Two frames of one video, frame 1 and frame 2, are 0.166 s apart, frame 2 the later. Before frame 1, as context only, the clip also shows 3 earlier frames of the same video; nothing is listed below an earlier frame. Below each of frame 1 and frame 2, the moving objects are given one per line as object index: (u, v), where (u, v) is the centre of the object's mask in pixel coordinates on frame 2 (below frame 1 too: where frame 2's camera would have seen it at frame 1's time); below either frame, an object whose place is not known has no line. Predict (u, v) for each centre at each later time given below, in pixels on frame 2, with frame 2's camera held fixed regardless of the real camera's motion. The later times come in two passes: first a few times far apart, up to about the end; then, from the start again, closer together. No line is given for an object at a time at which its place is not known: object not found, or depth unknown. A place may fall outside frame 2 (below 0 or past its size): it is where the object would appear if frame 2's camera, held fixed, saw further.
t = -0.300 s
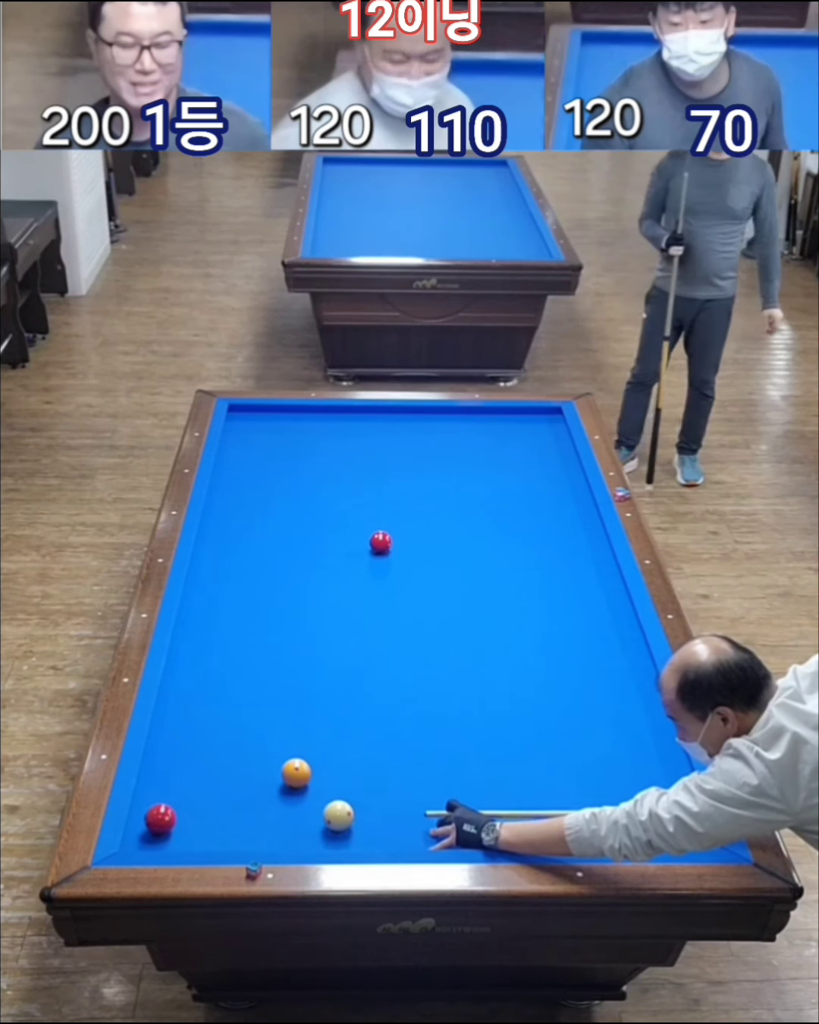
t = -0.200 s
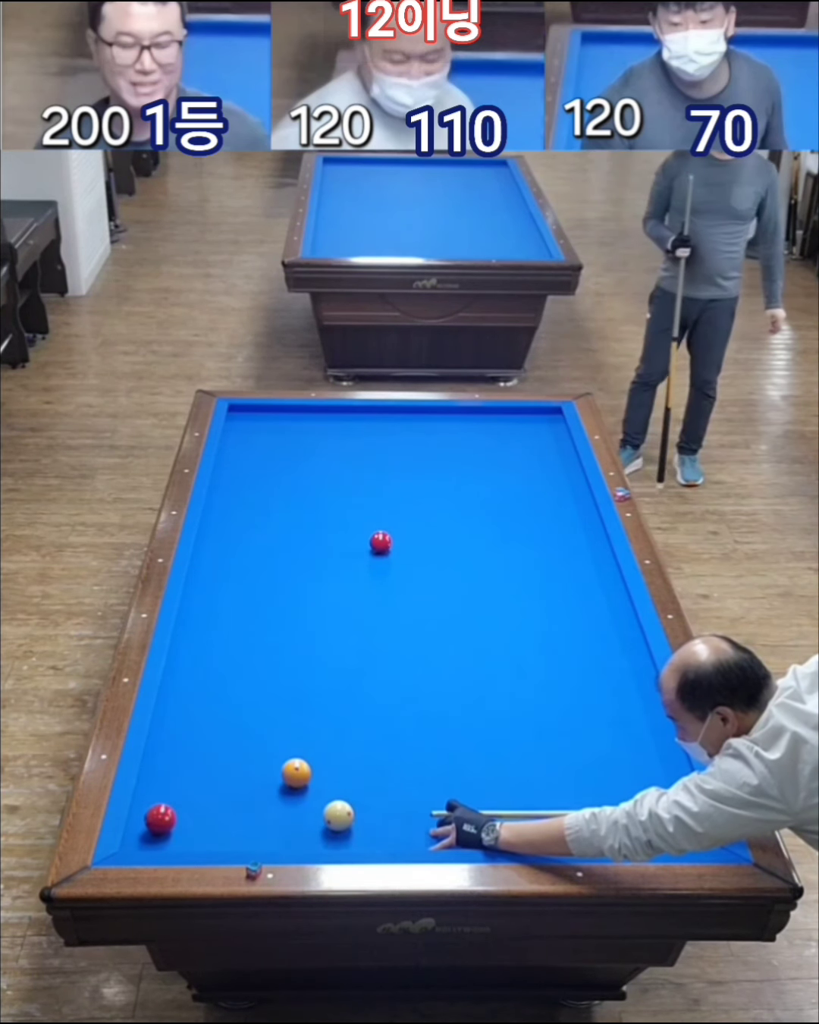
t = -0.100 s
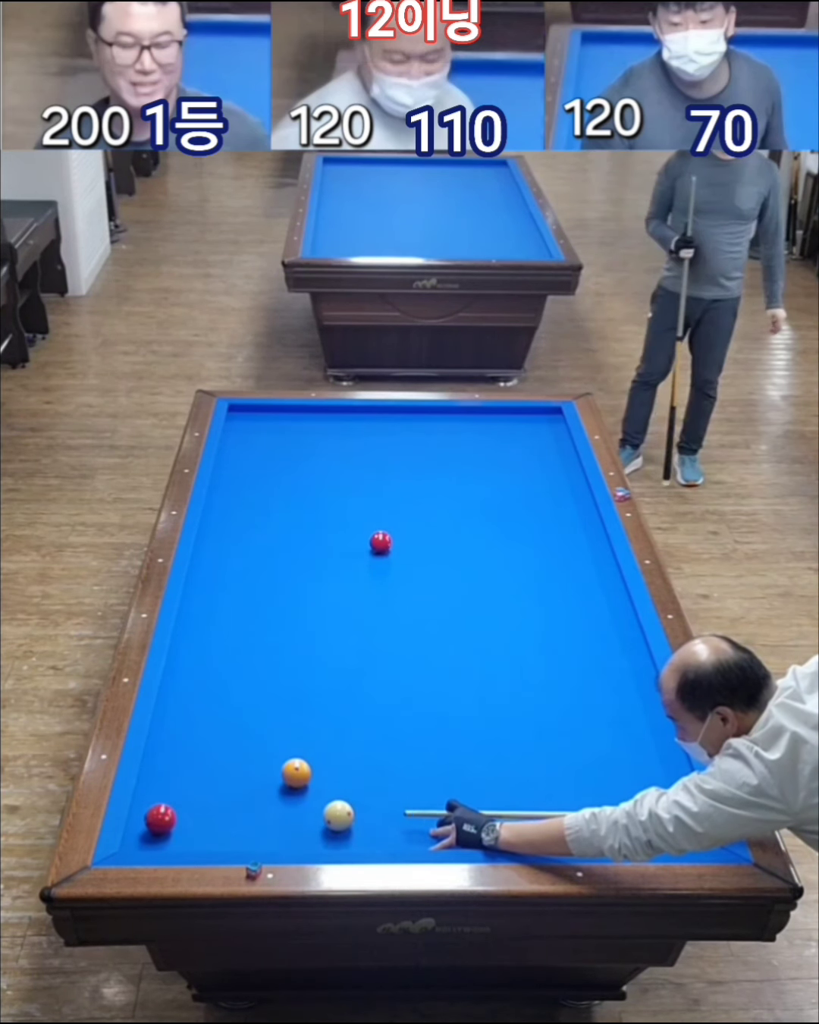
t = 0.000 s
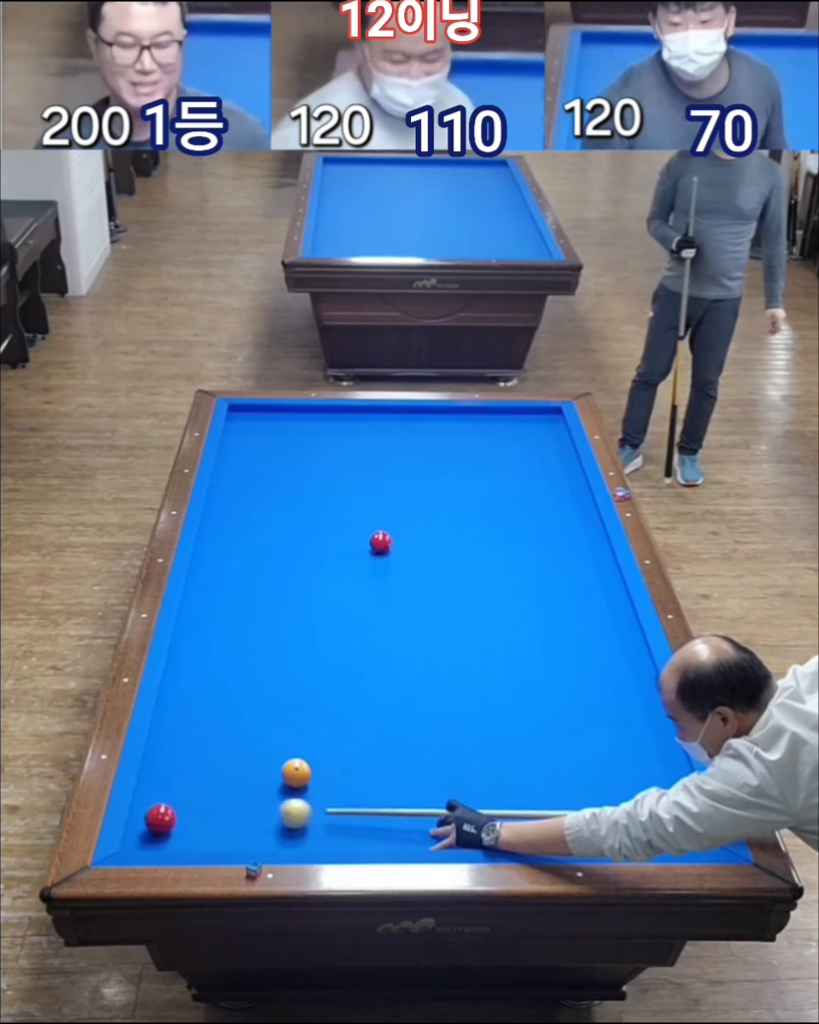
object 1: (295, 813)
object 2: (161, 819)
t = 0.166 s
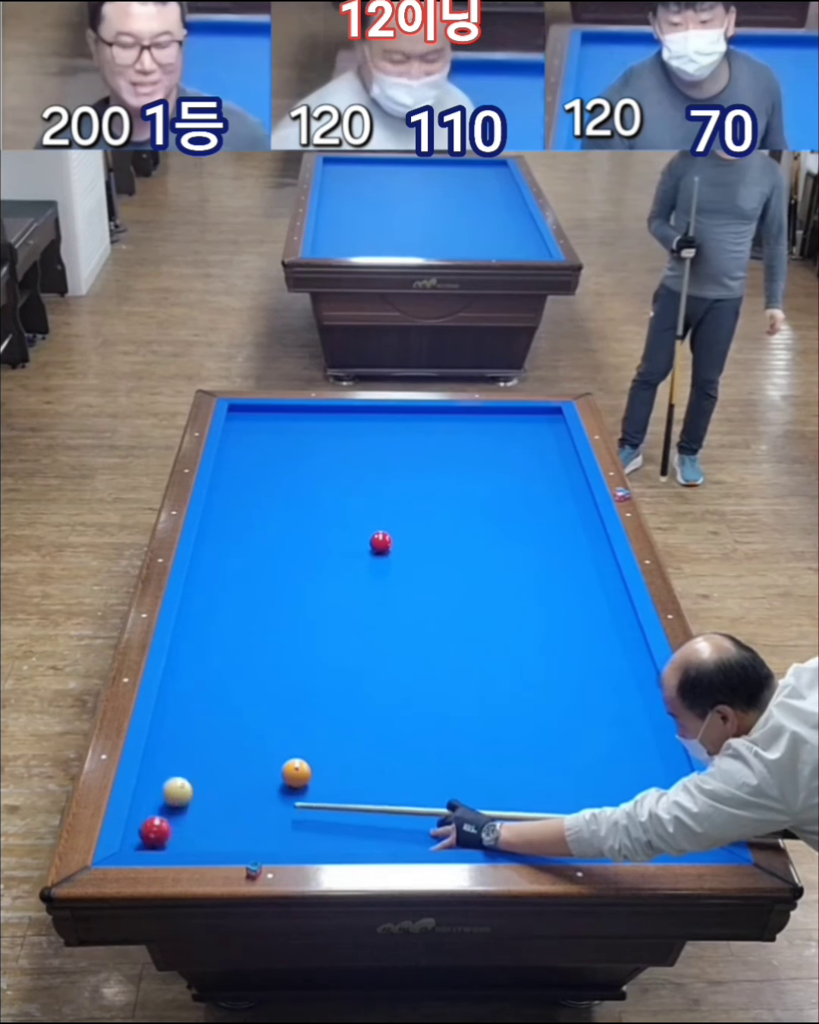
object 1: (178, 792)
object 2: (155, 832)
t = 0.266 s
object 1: (157, 769)
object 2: (200, 840)
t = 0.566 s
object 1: (205, 702)
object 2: (306, 819)
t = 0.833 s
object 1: (243, 651)
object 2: (393, 800)
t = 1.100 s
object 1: (275, 607)
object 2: (475, 782)
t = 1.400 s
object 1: (307, 563)
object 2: (562, 763)
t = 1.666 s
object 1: (332, 529)
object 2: (633, 747)
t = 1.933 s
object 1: (355, 498)
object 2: (644, 727)
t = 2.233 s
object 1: (377, 467)
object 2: (597, 703)
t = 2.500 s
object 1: (395, 443)
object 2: (559, 683)
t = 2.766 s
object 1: (411, 421)
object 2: (523, 665)
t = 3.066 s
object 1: (435, 418)
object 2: (486, 646)
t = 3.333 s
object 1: (463, 428)
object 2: (456, 630)
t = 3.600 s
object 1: (490, 440)
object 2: (428, 615)
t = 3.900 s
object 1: (522, 452)
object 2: (398, 599)
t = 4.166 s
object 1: (550, 463)
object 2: (374, 586)
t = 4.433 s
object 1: (575, 474)
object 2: (351, 573)
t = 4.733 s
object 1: (564, 485)
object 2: (327, 560)
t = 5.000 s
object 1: (554, 495)
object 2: (307, 549)
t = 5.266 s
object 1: (544, 505)
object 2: (289, 539)
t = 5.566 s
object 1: (534, 516)
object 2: (270, 528)
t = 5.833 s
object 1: (524, 526)
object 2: (254, 519)
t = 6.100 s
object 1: (514, 535)
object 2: (239, 510)
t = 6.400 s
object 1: (503, 546)
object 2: (224, 501)
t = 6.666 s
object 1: (494, 555)
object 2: (221, 494)
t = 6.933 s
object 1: (485, 564)
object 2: (229, 489)
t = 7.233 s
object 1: (475, 574)
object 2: (237, 484)
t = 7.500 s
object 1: (466, 582)
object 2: (244, 480)
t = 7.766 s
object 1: (458, 590)
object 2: (251, 476)
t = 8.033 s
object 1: (450, 598)
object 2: (257, 473)
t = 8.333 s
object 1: (441, 606)
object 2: (262, 470)
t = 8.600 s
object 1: (434, 613)
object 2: (267, 467)
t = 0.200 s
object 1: (171, 784)
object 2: (171, 836)
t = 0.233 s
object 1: (164, 776)
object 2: (186, 839)
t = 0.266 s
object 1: (157, 769)
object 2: (200, 840)
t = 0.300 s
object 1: (159, 761)
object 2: (213, 837)
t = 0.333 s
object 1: (167, 753)
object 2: (225, 836)
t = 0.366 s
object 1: (173, 745)
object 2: (237, 834)
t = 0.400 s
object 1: (179, 737)
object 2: (249, 831)
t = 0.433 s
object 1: (184, 730)
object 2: (261, 829)
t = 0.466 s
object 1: (189, 723)
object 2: (272, 827)
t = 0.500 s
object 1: (195, 716)
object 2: (284, 824)
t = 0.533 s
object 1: (200, 709)
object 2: (295, 822)
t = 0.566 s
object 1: (205, 702)
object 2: (306, 819)
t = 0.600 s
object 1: (210, 695)
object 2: (318, 817)
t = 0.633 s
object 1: (215, 689)
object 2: (329, 814)
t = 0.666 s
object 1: (220, 682)
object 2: (340, 812)
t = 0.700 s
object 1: (225, 675)
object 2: (351, 810)
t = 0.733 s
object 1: (229, 669)
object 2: (361, 807)
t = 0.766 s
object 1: (234, 663)
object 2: (373, 805)
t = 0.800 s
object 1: (238, 657)
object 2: (383, 803)
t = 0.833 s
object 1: (243, 651)
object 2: (393, 800)
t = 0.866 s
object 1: (247, 645)
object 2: (404, 798)
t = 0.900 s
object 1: (251, 639)
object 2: (414, 796)
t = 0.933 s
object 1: (255, 634)
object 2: (425, 793)
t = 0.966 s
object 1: (259, 628)
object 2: (435, 791)
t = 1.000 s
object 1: (264, 623)
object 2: (445, 789)
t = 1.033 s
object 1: (268, 617)
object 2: (455, 787)
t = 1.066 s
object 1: (271, 612)
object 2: (465, 785)
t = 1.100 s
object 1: (275, 607)
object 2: (475, 782)
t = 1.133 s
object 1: (279, 601)
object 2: (485, 780)
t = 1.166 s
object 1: (283, 596)
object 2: (495, 778)
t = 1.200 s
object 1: (286, 591)
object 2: (505, 776)
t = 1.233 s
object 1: (290, 586)
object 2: (514, 774)
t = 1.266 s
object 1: (294, 582)
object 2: (524, 771)
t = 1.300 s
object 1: (297, 577)
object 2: (534, 769)
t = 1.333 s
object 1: (300, 572)
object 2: (543, 767)
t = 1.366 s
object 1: (304, 568)
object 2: (552, 765)
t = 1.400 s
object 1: (307, 563)
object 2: (562, 763)
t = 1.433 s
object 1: (311, 558)
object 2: (571, 761)
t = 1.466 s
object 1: (314, 554)
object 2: (580, 759)
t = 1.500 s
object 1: (317, 550)
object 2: (589, 757)
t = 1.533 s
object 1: (320, 545)
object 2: (598, 755)
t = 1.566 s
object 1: (323, 541)
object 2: (607, 753)
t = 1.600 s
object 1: (326, 537)
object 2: (616, 750)
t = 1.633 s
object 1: (329, 533)
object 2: (624, 749)
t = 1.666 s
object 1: (332, 529)
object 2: (633, 747)
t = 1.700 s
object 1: (335, 525)
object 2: (642, 745)
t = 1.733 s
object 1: (338, 521)
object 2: (651, 743)
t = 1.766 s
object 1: (341, 517)
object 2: (659, 740)
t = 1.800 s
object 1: (344, 513)
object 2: (668, 738)
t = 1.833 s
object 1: (347, 509)
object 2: (663, 736)
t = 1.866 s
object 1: (349, 505)
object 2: (656, 733)
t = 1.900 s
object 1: (352, 502)
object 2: (649, 730)
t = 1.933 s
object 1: (355, 498)
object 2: (644, 727)
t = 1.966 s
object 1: (358, 494)
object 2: (638, 724)
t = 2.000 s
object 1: (360, 491)
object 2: (633, 721)
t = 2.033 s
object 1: (362, 487)
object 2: (628, 719)
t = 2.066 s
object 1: (365, 484)
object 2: (622, 716)
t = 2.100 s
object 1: (368, 481)
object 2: (617, 713)
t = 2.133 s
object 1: (370, 477)
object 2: (612, 711)
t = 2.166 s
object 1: (372, 474)
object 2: (607, 708)
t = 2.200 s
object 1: (375, 471)
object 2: (602, 705)
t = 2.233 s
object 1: (377, 467)
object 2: (597, 703)
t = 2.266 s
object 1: (380, 464)
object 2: (592, 700)
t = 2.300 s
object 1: (382, 461)
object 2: (587, 698)
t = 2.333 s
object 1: (384, 458)
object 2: (582, 695)
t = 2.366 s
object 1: (386, 455)
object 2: (578, 693)
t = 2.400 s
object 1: (388, 452)
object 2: (573, 690)
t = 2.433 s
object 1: (391, 449)
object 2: (568, 688)
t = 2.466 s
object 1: (393, 446)
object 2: (564, 685)
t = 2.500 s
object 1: (395, 443)
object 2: (559, 683)
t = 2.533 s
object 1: (397, 440)
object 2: (554, 681)
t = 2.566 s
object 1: (399, 437)
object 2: (550, 678)
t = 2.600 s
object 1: (401, 435)
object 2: (546, 676)
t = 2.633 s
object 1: (403, 432)
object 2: (541, 674)
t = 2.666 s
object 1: (405, 429)
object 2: (536, 672)
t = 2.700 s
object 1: (407, 426)
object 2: (532, 669)
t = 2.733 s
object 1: (409, 423)
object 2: (528, 667)
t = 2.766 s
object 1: (411, 421)
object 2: (523, 665)
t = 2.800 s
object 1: (413, 418)
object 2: (519, 662)
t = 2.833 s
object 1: (415, 416)
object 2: (515, 660)
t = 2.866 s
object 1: (417, 413)
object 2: (511, 658)
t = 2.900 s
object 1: (419, 411)
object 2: (506, 656)
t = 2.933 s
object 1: (422, 411)
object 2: (502, 654)
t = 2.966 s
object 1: (425, 413)
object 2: (498, 652)
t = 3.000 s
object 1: (429, 415)
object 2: (494, 650)
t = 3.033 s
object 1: (432, 416)
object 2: (490, 648)
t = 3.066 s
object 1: (435, 418)
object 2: (486, 646)
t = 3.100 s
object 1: (439, 419)
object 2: (482, 644)
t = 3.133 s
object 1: (442, 420)
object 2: (478, 642)
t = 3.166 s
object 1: (446, 422)
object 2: (475, 640)
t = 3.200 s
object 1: (449, 423)
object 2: (471, 637)
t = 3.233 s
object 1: (453, 424)
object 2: (467, 636)
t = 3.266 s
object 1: (456, 426)
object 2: (463, 634)
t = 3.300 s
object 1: (459, 427)
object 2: (459, 632)
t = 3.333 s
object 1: (463, 428)
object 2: (456, 630)
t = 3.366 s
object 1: (466, 430)
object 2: (452, 628)
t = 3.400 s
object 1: (470, 431)
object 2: (449, 626)
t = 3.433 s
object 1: (473, 432)
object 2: (445, 624)
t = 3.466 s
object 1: (477, 434)
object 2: (441, 622)
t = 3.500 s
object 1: (480, 435)
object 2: (438, 620)
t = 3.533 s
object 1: (483, 437)
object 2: (434, 619)
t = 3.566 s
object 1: (487, 438)
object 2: (431, 617)
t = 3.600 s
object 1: (490, 440)
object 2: (428, 615)
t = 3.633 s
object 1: (494, 441)
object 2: (424, 613)
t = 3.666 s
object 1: (497, 442)
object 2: (421, 611)
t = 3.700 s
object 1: (501, 443)
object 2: (417, 609)
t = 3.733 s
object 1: (504, 445)
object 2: (414, 608)
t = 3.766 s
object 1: (508, 446)
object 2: (411, 606)
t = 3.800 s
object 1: (511, 448)
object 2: (408, 604)
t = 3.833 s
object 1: (514, 449)
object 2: (404, 602)
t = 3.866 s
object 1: (518, 451)
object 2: (401, 601)
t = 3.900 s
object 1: (522, 452)
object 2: (398, 599)
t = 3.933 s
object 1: (525, 453)
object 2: (395, 597)
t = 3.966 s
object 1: (529, 455)
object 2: (391, 596)
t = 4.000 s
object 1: (532, 456)
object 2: (389, 594)
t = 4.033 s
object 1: (536, 457)
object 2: (386, 592)
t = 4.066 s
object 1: (539, 459)
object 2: (383, 591)
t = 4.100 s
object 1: (543, 460)
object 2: (379, 589)
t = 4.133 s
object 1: (546, 462)
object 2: (376, 587)
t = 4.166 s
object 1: (550, 463)
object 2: (374, 586)
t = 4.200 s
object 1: (554, 465)
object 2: (371, 584)
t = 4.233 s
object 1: (557, 466)
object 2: (368, 582)
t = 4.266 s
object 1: (561, 467)
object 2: (365, 581)
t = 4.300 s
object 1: (564, 469)
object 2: (362, 579)
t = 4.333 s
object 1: (568, 470)
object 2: (359, 578)
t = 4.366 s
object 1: (571, 472)
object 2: (356, 576)
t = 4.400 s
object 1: (574, 473)
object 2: (354, 575)
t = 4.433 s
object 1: (575, 474)
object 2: (351, 573)
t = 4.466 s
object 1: (574, 476)
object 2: (348, 572)
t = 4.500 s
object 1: (572, 477)
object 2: (345, 570)
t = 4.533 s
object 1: (571, 478)
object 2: (342, 569)
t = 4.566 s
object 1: (570, 479)
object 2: (340, 567)
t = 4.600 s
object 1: (569, 481)
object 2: (337, 566)
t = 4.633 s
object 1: (567, 482)
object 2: (335, 564)
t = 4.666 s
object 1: (566, 483)
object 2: (332, 563)
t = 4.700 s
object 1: (565, 484)
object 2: (329, 562)
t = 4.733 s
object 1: (564, 485)
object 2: (327, 560)
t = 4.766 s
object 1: (562, 487)
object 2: (324, 559)
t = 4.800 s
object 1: (561, 488)
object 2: (322, 558)
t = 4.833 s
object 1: (560, 489)
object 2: (319, 556)
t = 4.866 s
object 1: (559, 490)
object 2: (317, 555)
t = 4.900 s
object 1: (558, 491)
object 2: (314, 553)
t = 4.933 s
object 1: (556, 493)
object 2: (312, 552)
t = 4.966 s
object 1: (555, 494)
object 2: (310, 551)
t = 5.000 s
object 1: (554, 495)
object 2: (307, 549)
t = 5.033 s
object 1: (553, 496)
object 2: (305, 548)
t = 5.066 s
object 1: (552, 498)
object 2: (303, 547)
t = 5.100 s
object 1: (550, 499)
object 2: (300, 545)
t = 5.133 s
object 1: (549, 500)
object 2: (298, 544)
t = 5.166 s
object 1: (548, 502)
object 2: (296, 543)
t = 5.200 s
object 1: (547, 503)
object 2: (294, 542)
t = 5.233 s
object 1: (546, 504)
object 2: (292, 541)
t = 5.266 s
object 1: (544, 505)
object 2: (289, 539)
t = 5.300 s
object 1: (543, 506)
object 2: (287, 537)
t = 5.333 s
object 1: (542, 508)
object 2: (285, 536)
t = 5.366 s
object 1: (541, 509)
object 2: (283, 535)
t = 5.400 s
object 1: (540, 510)
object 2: (281, 534)
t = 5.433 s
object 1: (539, 511)
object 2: (278, 532)
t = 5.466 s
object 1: (537, 513)
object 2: (276, 531)
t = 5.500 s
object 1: (536, 514)
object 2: (274, 530)
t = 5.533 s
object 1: (535, 515)
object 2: (272, 529)
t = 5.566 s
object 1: (534, 516)
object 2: (270, 528)
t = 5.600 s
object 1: (532, 517)
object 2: (268, 526)
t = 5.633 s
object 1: (531, 519)
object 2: (266, 526)
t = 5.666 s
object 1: (530, 520)
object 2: (264, 524)
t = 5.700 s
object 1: (529, 521)
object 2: (262, 523)
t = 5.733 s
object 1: (528, 522)
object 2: (260, 522)
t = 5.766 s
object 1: (526, 523)
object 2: (258, 521)
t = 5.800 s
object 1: (525, 525)
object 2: (256, 520)
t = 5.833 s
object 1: (524, 526)
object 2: (254, 519)
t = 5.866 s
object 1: (523, 527)
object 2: (252, 518)
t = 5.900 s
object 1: (521, 528)
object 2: (250, 516)
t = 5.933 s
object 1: (520, 530)
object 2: (249, 515)
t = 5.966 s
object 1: (519, 531)
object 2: (246, 514)
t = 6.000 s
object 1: (518, 532)
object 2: (245, 513)
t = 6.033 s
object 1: (517, 533)
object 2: (243, 512)
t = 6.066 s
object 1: (516, 534)
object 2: (241, 511)
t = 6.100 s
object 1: (514, 535)
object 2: (239, 510)
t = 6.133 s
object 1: (513, 536)
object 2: (238, 509)
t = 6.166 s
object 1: (512, 538)
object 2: (236, 508)
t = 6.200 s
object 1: (511, 539)
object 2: (234, 507)
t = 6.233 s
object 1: (509, 540)
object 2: (232, 506)
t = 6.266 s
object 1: (508, 541)
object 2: (231, 505)
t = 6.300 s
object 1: (507, 542)
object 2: (229, 504)
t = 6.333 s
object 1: (506, 543)
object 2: (227, 503)
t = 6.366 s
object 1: (505, 545)
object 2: (226, 502)
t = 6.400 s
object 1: (503, 546)
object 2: (224, 501)
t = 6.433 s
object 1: (502, 547)
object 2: (222, 500)
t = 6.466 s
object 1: (501, 548)
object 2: (220, 499)
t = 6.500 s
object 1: (500, 549)
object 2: (219, 498)
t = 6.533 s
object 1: (499, 550)
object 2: (217, 497)
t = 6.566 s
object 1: (497, 551)
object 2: (217, 496)
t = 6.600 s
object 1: (496, 553)
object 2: (219, 496)
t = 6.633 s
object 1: (495, 554)
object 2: (220, 495)
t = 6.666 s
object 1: (494, 555)
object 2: (221, 494)
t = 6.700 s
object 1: (493, 556)
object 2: (222, 494)
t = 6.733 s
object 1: (492, 557)
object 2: (223, 493)
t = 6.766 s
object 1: (491, 558)
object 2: (224, 492)
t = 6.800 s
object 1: (489, 559)
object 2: (225, 492)
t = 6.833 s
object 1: (488, 560)
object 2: (226, 491)
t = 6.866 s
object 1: (487, 561)
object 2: (227, 490)
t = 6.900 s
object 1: (486, 563)
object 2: (228, 490)
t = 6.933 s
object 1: (485, 564)
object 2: (229, 489)
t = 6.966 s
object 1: (484, 565)
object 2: (230, 489)
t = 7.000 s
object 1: (483, 566)
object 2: (231, 488)
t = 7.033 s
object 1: (481, 567)
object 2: (232, 487)
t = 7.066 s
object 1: (480, 568)
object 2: (233, 487)
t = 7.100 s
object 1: (479, 569)
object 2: (234, 486)
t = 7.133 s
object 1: (478, 570)
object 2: (235, 486)
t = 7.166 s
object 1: (477, 571)
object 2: (236, 486)
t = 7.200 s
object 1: (476, 572)
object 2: (236, 485)
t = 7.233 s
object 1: (475, 574)
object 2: (237, 484)
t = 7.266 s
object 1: (474, 574)
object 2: (238, 484)
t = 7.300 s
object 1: (473, 576)
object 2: (239, 483)
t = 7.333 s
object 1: (471, 576)
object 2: (240, 483)
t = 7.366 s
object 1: (470, 578)
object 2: (241, 482)
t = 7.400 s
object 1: (469, 579)
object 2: (242, 482)
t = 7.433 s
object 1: (468, 580)
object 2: (243, 481)
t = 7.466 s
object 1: (467, 581)
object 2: (244, 480)
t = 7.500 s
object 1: (466, 582)
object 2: (244, 480)
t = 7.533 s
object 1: (465, 583)
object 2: (245, 480)
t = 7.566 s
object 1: (464, 584)
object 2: (246, 479)
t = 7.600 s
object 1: (463, 585)
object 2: (247, 479)
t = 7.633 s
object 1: (462, 586)
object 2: (248, 478)
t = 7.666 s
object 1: (461, 587)
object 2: (248, 478)
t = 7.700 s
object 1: (460, 588)
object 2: (249, 477)
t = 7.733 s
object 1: (459, 589)
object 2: (250, 477)
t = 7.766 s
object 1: (458, 590)
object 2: (251, 476)
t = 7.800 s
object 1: (457, 591)
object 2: (252, 476)
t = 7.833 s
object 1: (456, 592)
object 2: (252, 475)
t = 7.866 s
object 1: (454, 593)
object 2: (253, 475)
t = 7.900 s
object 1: (453, 594)
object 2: (254, 475)
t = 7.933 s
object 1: (453, 595)
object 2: (254, 474)
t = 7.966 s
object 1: (452, 596)
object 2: (255, 474)
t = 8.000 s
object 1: (451, 597)
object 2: (256, 474)
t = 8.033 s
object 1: (450, 598)
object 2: (257, 473)
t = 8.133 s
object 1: (447, 600)
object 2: (259, 472)
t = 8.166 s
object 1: (446, 601)
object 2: (259, 471)
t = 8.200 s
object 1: (445, 602)
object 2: (260, 471)
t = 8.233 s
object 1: (444, 603)
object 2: (261, 471)
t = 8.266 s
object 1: (443, 604)
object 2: (261, 470)
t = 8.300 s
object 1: (442, 605)
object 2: (262, 470)
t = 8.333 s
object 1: (441, 606)
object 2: (262, 470)
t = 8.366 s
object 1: (440, 607)
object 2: (263, 469)
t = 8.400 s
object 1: (439, 607)
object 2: (263, 469)
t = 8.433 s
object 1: (438, 608)
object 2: (264, 469)
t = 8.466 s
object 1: (437, 609)
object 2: (264, 468)
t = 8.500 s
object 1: (437, 610)
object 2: (265, 468)
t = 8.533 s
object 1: (436, 611)
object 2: (266, 468)
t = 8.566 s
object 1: (435, 612)
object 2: (266, 467)
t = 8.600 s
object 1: (434, 613)
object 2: (267, 467)
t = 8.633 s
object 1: (433, 613)
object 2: (267, 467)
